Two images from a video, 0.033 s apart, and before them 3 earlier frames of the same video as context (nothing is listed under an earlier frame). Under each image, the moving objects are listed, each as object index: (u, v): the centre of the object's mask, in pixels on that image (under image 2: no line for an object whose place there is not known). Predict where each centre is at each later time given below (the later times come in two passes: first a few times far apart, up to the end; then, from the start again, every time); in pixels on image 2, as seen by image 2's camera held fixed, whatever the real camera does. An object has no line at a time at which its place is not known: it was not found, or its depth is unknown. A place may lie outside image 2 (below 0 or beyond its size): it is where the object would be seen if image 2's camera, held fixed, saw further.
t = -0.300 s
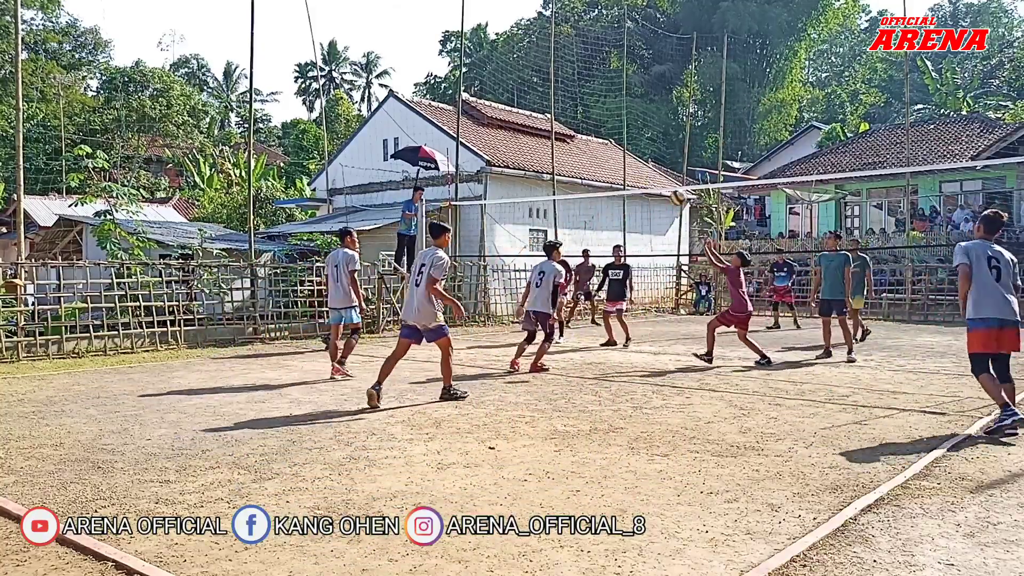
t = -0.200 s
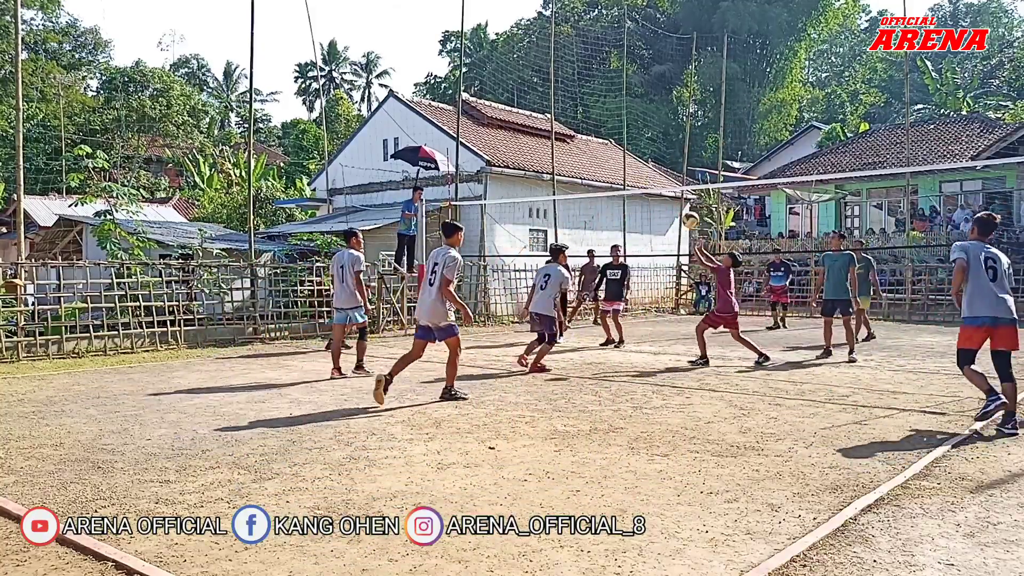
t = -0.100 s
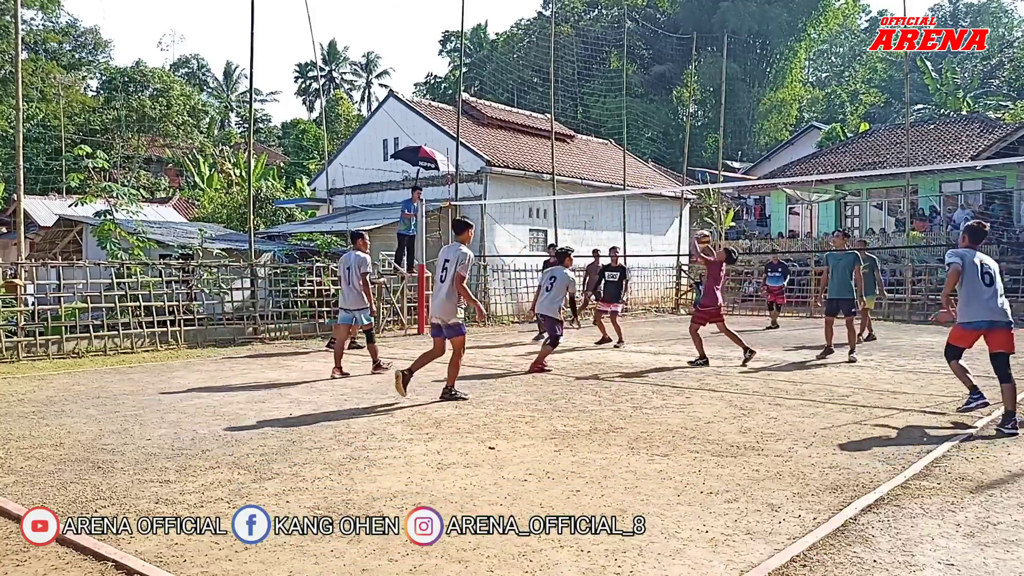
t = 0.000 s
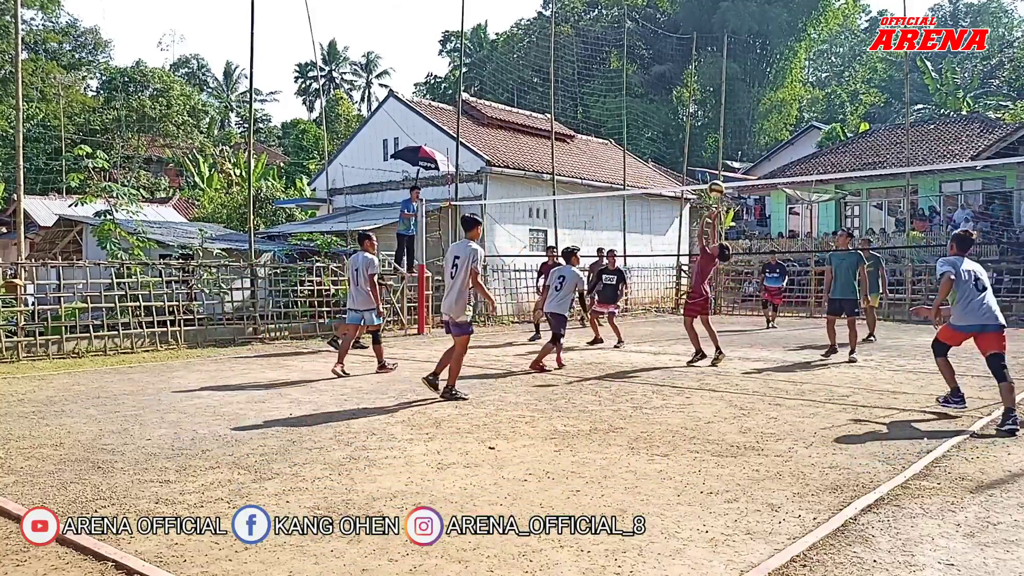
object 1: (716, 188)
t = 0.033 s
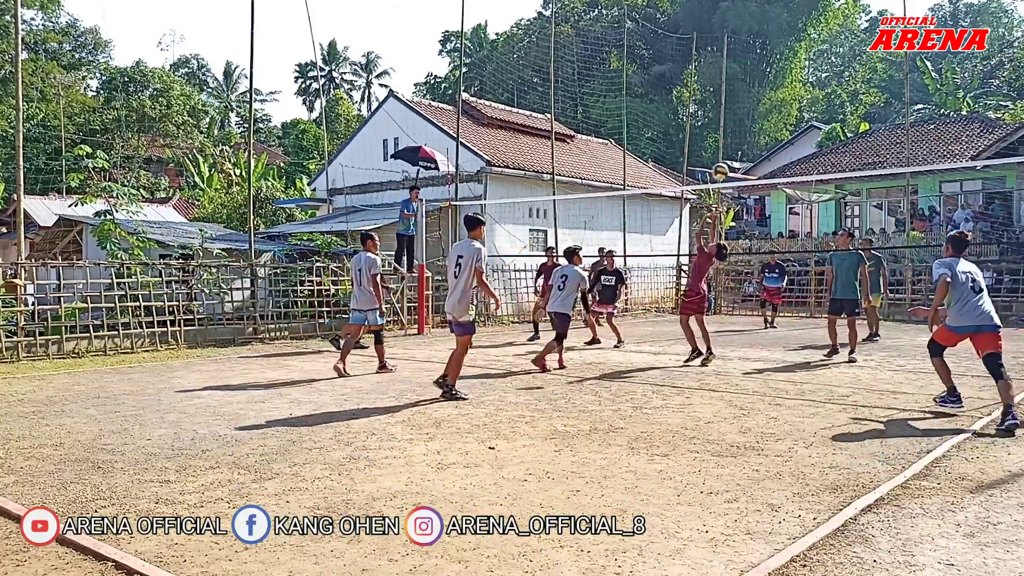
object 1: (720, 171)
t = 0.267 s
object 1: (751, 74)
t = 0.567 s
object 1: (793, 11)
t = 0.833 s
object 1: (830, 18)
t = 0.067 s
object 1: (725, 155)
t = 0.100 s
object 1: (729, 140)
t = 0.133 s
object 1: (733, 125)
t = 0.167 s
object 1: (738, 111)
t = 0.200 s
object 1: (742, 98)
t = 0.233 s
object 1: (746, 86)
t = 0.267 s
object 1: (751, 74)
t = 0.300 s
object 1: (756, 64)
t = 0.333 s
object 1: (760, 54)
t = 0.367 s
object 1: (765, 45)
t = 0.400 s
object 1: (769, 37)
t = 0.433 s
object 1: (774, 31)
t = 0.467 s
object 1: (779, 24)
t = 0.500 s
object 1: (783, 19)
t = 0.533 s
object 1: (788, 14)
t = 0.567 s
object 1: (793, 11)
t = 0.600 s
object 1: (798, 9)
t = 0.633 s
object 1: (802, 8)
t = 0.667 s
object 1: (807, 8)
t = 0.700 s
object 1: (811, 8)
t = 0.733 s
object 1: (816, 8)
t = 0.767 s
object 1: (821, 10)
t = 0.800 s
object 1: (825, 14)
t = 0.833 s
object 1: (830, 18)
